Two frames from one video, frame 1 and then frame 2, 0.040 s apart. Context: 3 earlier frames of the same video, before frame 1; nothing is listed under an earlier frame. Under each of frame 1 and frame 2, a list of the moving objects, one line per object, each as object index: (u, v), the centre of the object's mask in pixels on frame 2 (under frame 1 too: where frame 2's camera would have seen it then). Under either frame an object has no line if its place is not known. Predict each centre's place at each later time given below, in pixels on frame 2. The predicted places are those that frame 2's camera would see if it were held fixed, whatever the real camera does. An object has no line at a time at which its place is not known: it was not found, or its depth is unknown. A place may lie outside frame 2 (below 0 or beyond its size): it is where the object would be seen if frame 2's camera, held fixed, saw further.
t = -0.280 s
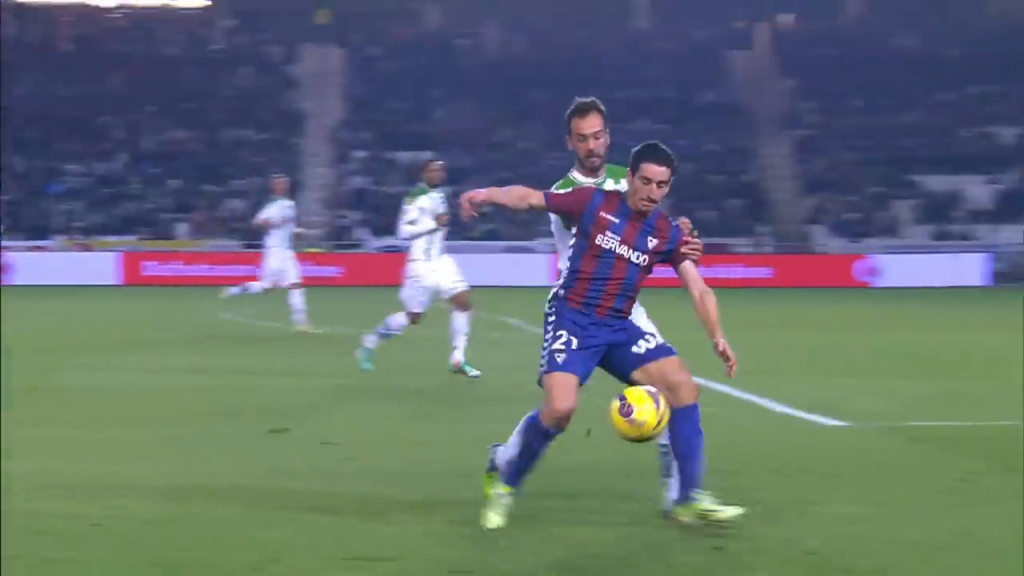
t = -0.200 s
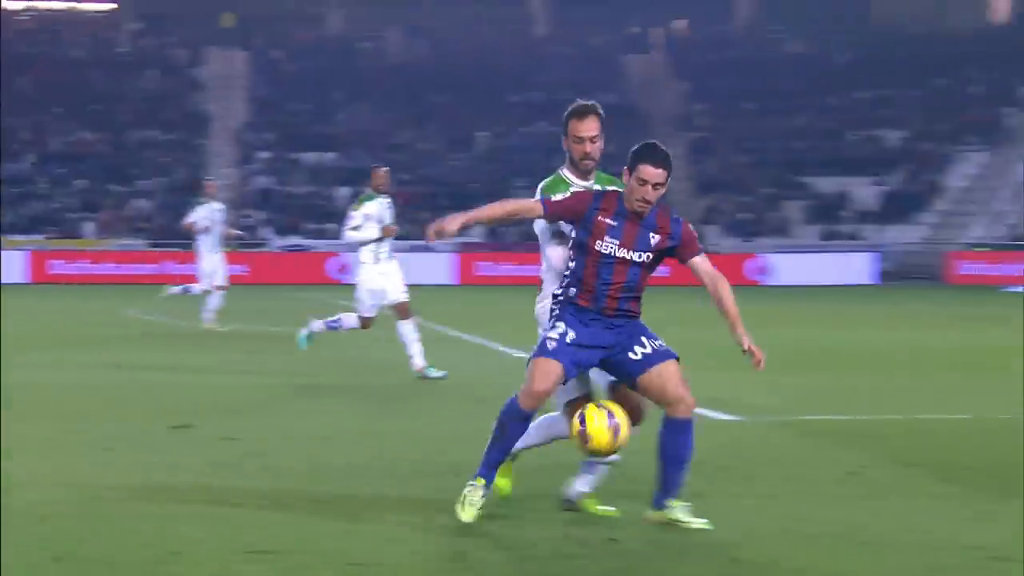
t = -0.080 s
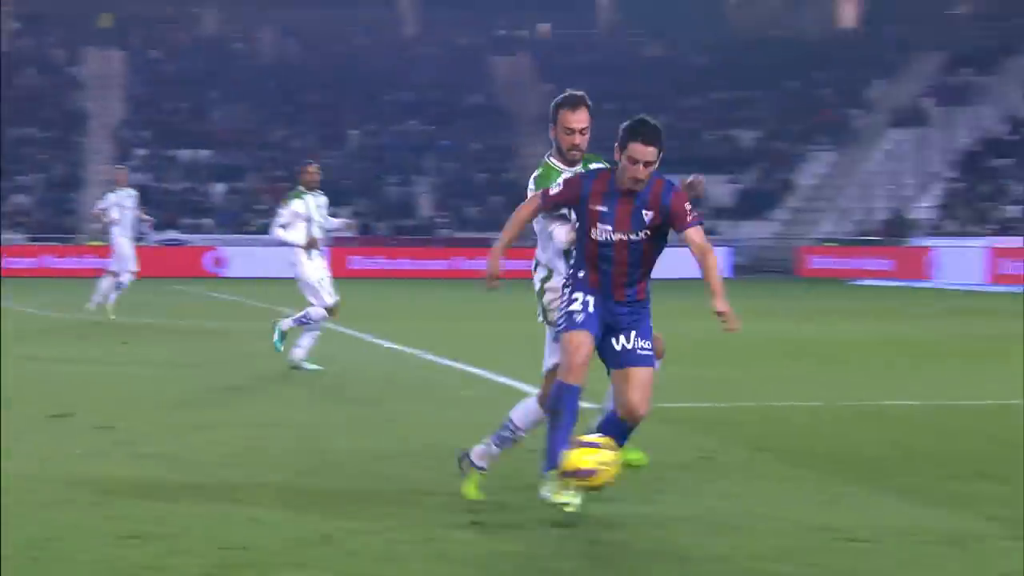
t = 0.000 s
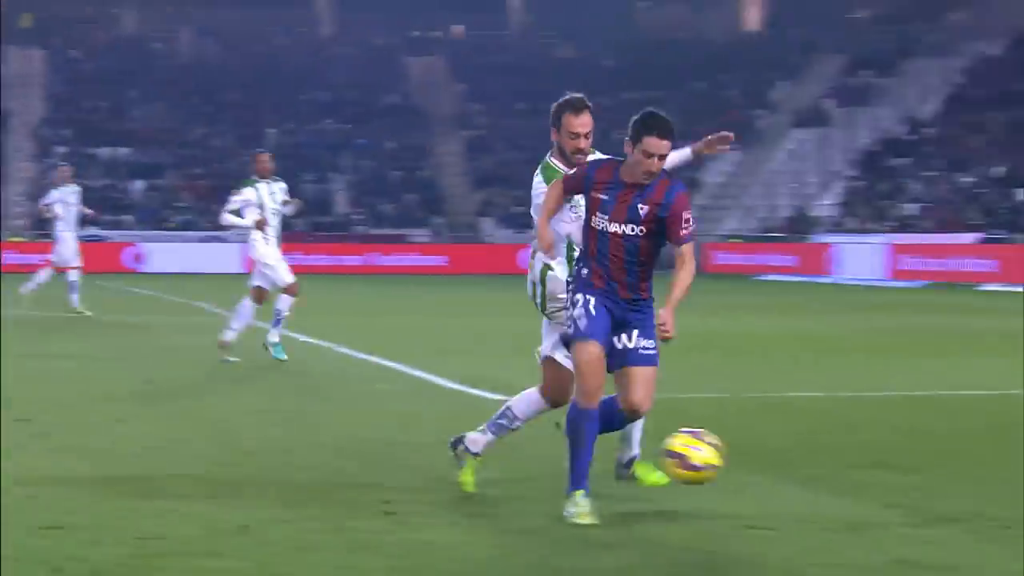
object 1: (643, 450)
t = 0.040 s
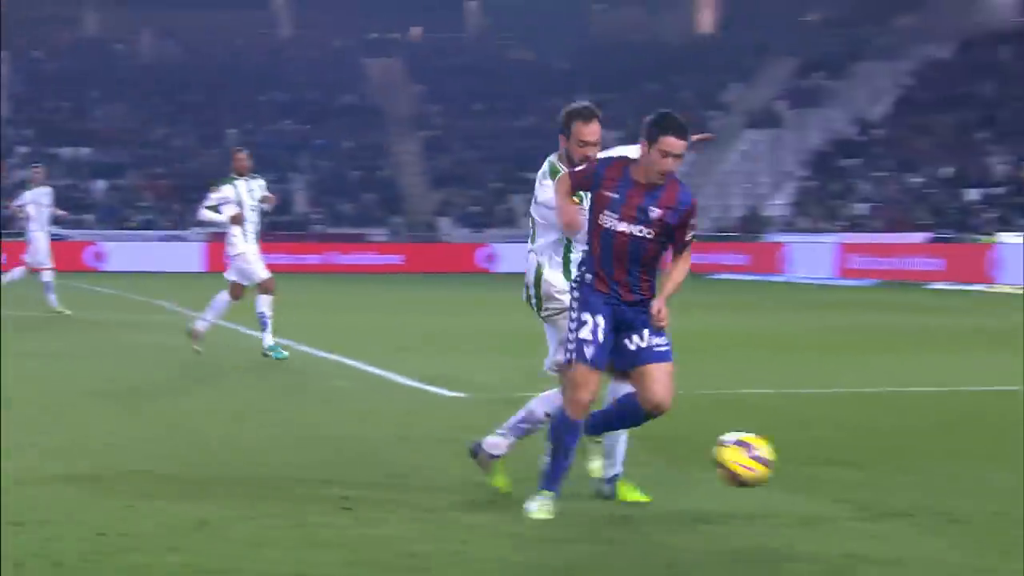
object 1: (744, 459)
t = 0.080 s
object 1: (846, 473)
